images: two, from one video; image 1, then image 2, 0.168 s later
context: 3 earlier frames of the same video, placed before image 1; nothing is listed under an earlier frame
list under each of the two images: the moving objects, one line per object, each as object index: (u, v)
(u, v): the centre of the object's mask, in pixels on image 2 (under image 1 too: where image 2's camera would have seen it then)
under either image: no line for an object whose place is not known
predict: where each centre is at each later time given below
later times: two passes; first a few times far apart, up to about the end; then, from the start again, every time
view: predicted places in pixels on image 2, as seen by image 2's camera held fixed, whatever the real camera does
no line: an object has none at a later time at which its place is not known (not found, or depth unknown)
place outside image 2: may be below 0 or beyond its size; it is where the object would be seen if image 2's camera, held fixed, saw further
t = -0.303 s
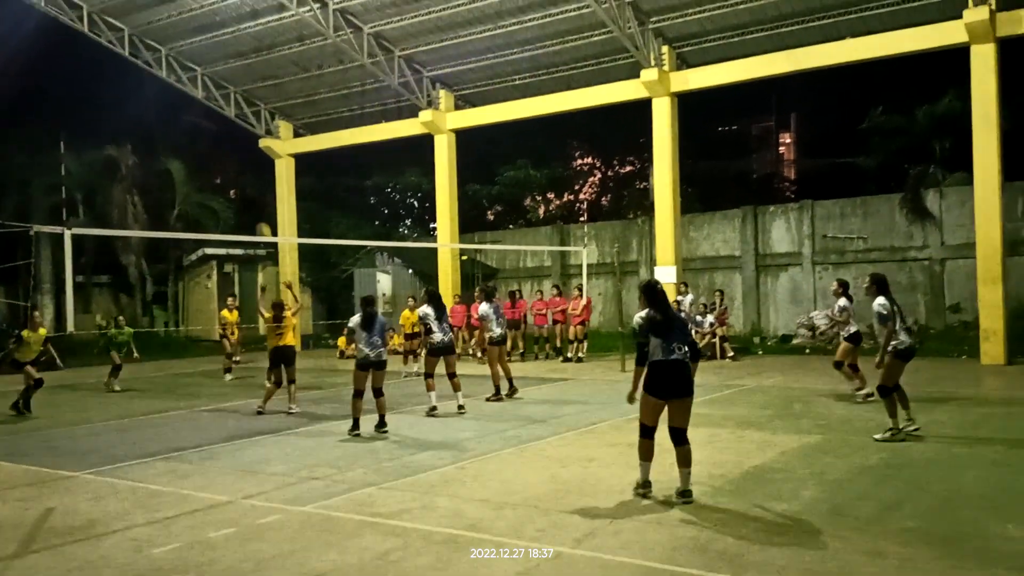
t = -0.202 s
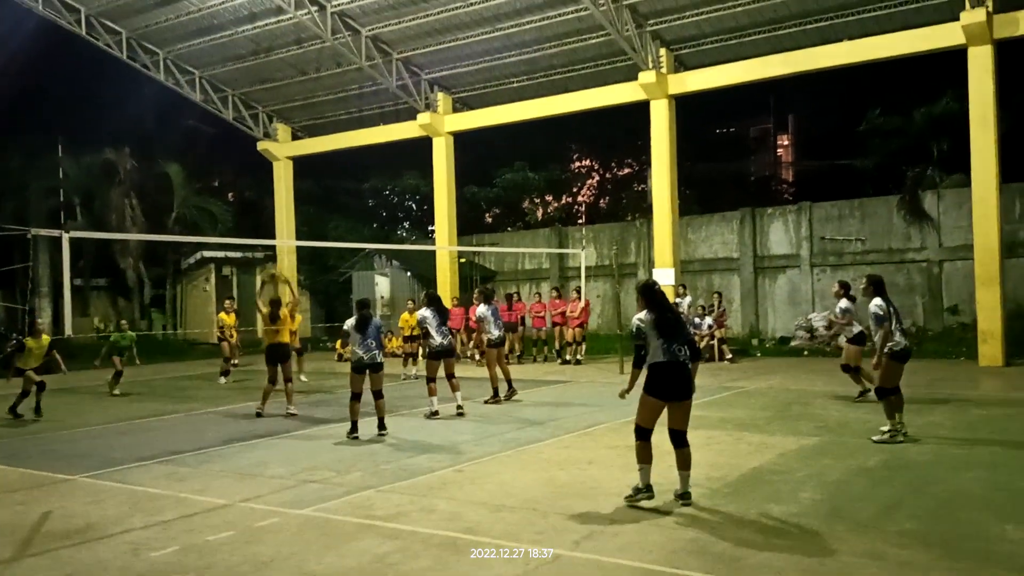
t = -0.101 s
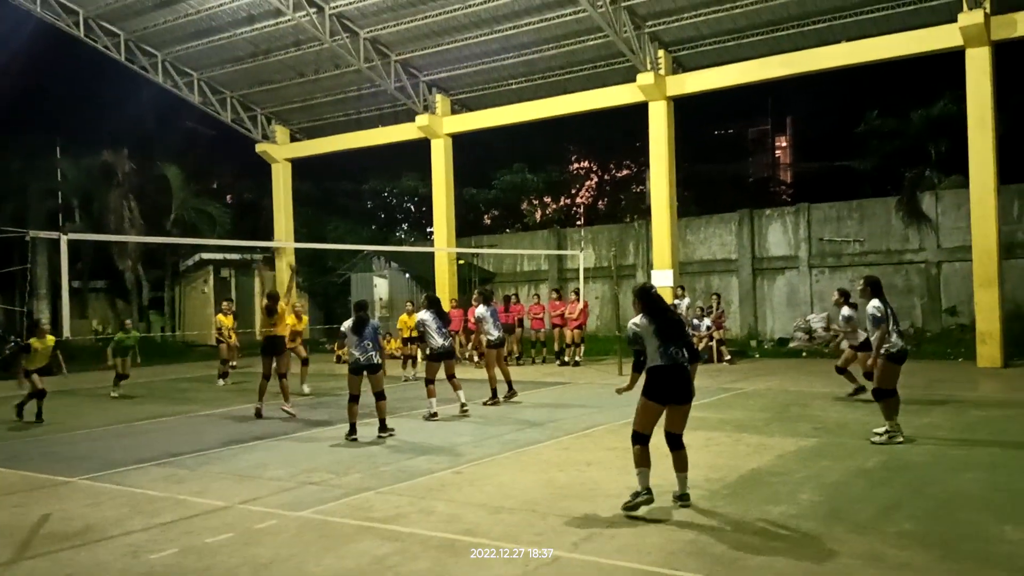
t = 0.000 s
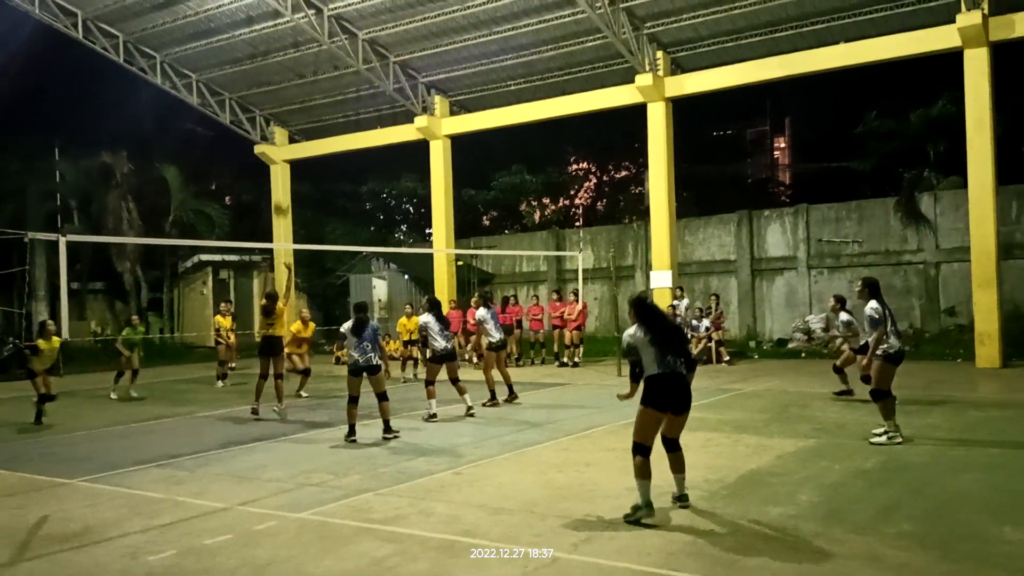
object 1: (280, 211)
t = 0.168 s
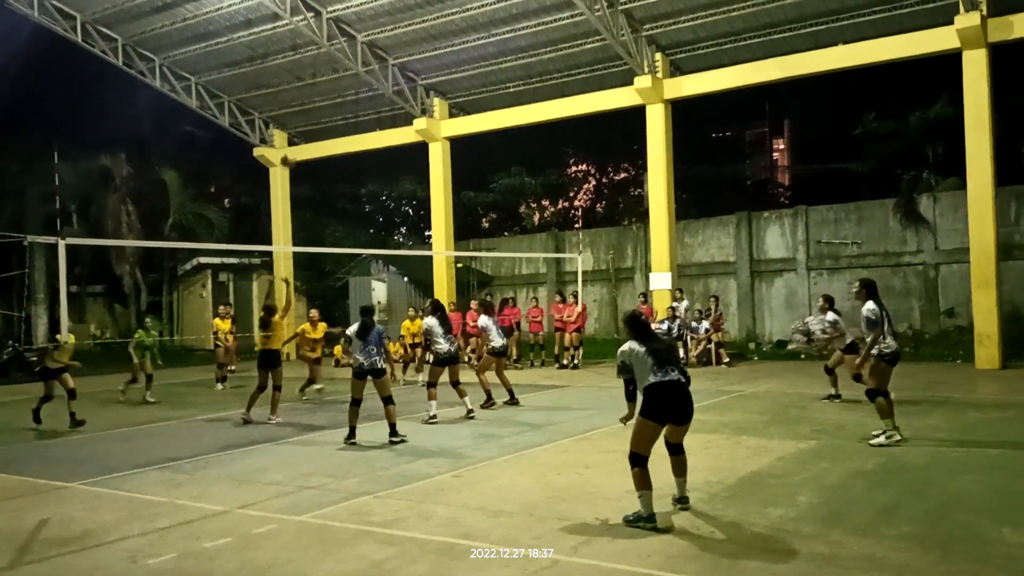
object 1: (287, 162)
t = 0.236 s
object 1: (291, 143)
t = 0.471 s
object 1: (303, 120)
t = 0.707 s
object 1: (316, 133)
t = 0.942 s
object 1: (330, 186)
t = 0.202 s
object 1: (290, 150)
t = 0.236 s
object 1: (291, 143)
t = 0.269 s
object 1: (293, 138)
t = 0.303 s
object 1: (295, 135)
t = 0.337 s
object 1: (296, 128)
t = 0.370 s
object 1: (298, 124)
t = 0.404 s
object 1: (300, 122)
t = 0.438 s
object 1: (302, 120)
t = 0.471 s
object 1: (303, 120)
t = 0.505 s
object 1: (305, 119)
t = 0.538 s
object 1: (306, 119)
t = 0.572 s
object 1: (308, 120)
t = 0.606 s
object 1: (311, 123)
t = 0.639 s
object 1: (312, 126)
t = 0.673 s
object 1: (315, 128)
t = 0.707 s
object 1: (316, 133)
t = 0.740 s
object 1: (318, 138)
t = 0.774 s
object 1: (319, 144)
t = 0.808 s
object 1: (323, 155)
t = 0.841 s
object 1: (325, 161)
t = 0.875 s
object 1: (326, 167)
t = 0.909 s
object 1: (328, 177)
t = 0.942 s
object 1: (330, 186)
